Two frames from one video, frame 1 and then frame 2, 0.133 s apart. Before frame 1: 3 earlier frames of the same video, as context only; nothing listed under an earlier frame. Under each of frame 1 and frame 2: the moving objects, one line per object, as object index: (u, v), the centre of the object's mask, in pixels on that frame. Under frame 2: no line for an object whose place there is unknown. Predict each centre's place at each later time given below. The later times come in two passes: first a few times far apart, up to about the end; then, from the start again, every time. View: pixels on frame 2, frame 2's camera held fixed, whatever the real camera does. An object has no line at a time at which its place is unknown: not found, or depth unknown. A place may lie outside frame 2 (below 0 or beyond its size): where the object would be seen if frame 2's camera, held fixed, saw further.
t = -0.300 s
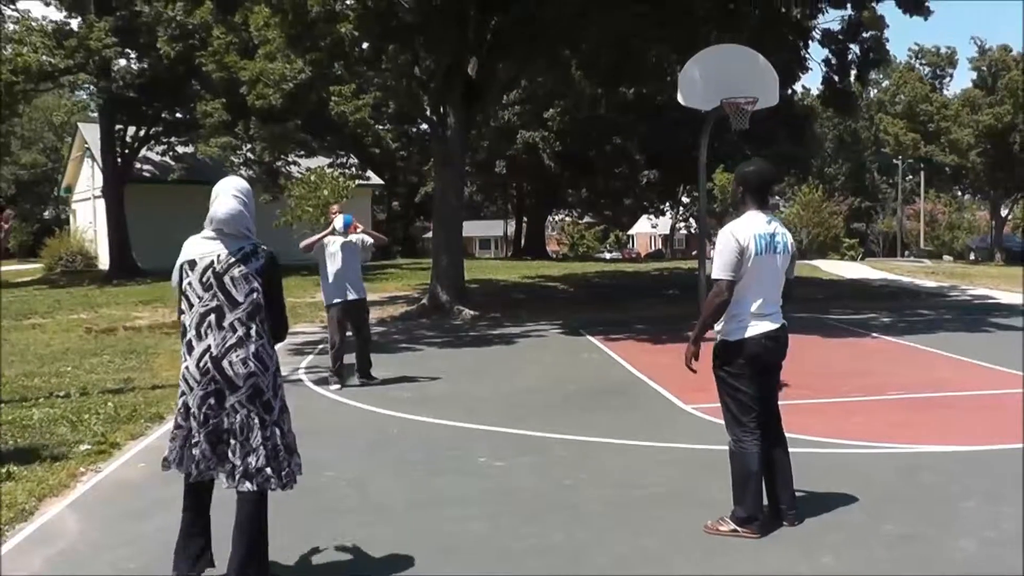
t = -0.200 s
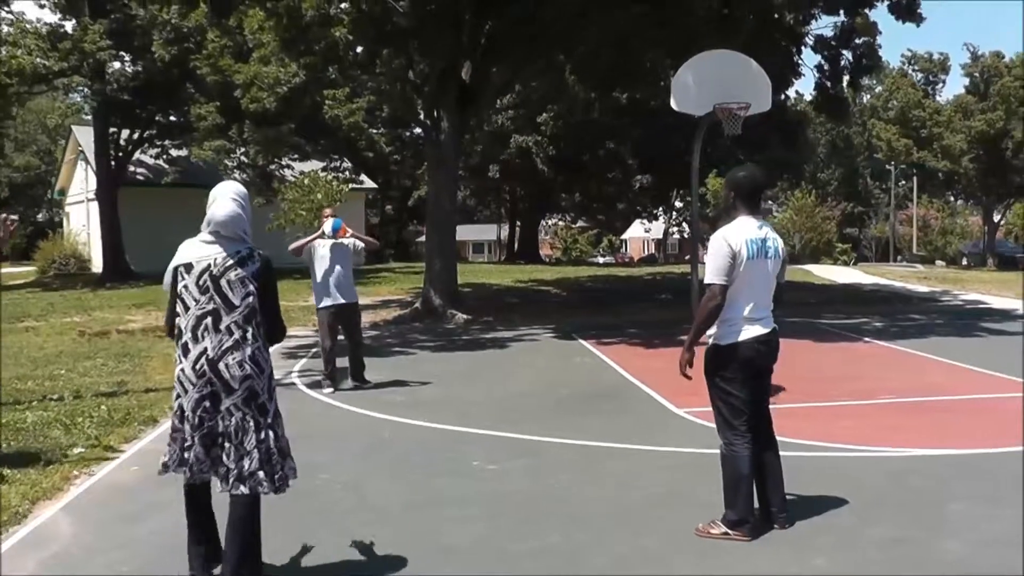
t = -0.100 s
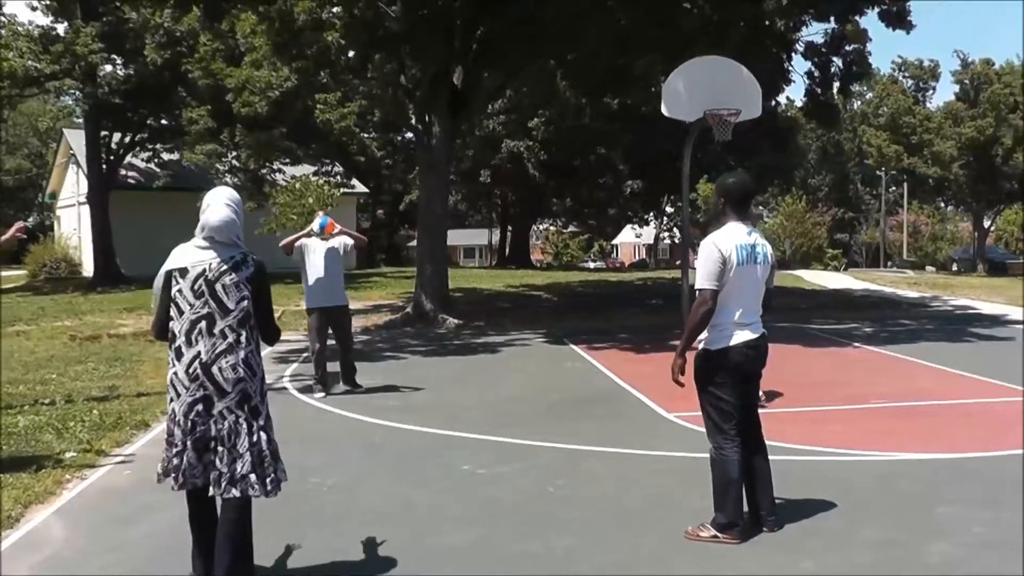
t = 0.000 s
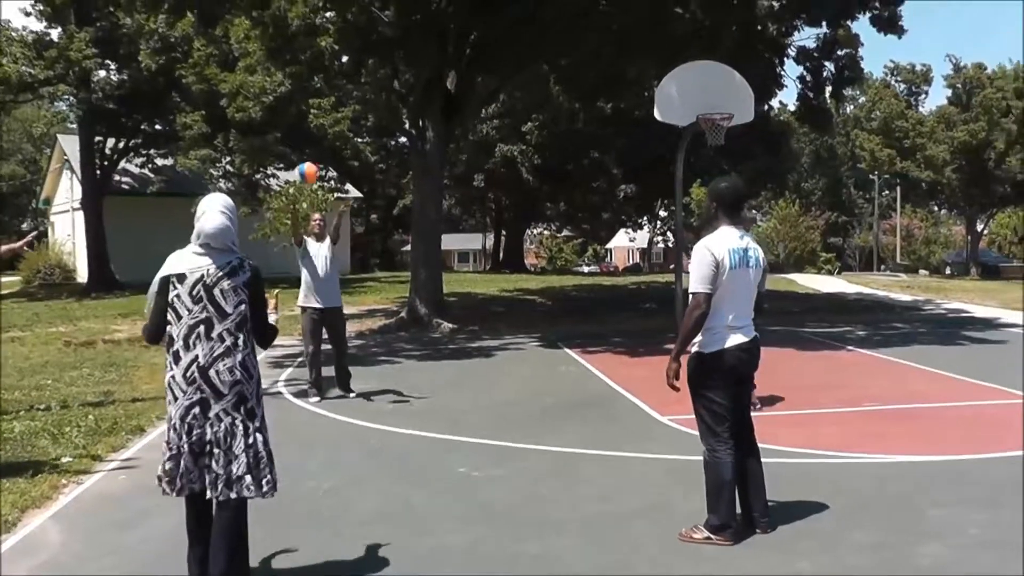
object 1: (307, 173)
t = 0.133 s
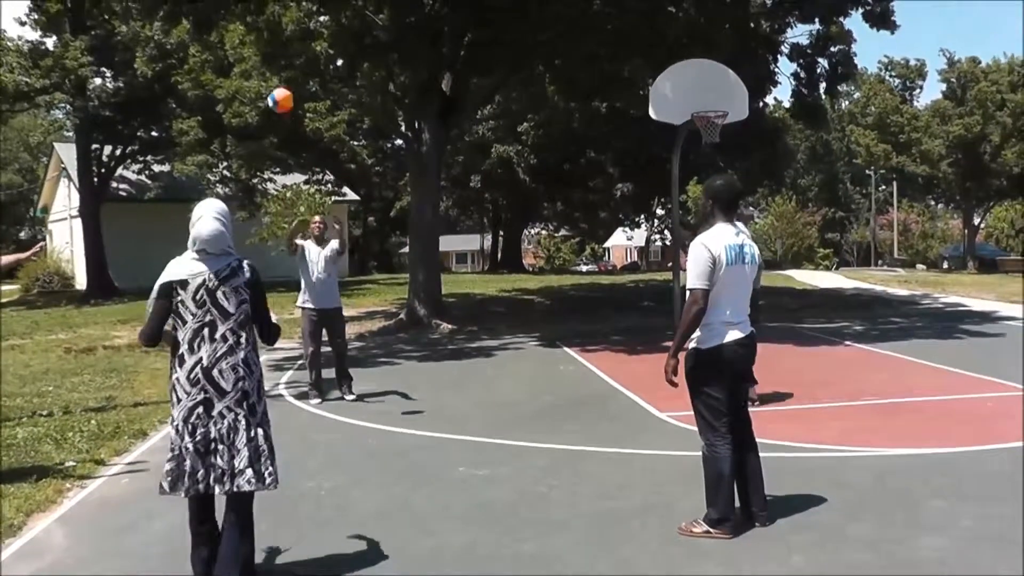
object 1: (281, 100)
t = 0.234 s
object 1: (265, 62)
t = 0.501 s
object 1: (211, 37)
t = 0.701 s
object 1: (165, 88)
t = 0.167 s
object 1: (275, 86)
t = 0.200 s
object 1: (271, 73)
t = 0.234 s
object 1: (265, 62)
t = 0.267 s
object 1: (260, 52)
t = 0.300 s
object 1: (254, 45)
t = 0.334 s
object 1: (248, 40)
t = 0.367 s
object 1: (242, 36)
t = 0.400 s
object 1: (234, 34)
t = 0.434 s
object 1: (227, 33)
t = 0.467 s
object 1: (220, 35)
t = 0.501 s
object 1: (211, 37)
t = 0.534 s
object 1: (204, 42)
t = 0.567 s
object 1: (196, 48)
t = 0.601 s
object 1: (188, 56)
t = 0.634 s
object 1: (180, 64)
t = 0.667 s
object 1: (173, 75)
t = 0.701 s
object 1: (165, 88)
